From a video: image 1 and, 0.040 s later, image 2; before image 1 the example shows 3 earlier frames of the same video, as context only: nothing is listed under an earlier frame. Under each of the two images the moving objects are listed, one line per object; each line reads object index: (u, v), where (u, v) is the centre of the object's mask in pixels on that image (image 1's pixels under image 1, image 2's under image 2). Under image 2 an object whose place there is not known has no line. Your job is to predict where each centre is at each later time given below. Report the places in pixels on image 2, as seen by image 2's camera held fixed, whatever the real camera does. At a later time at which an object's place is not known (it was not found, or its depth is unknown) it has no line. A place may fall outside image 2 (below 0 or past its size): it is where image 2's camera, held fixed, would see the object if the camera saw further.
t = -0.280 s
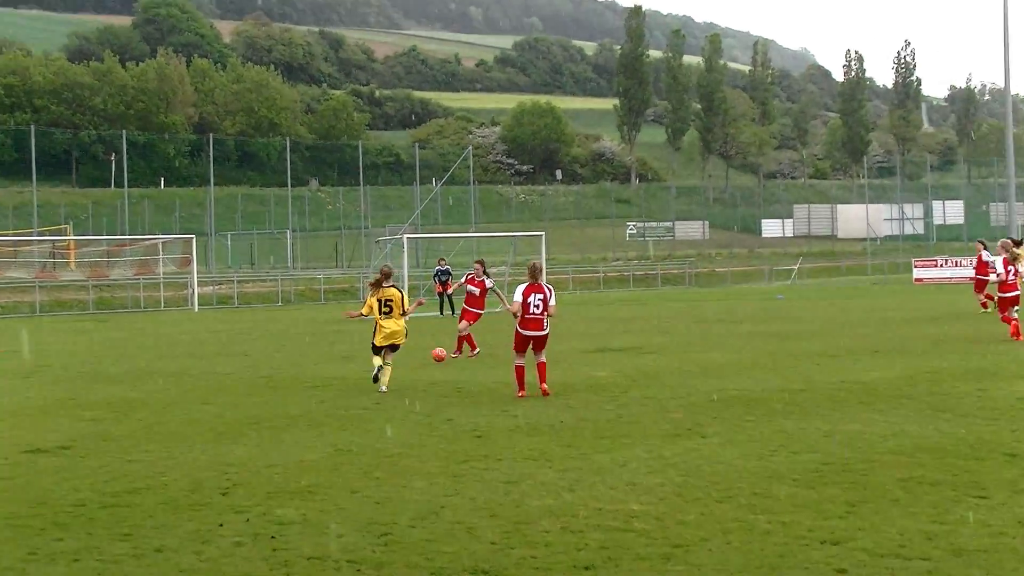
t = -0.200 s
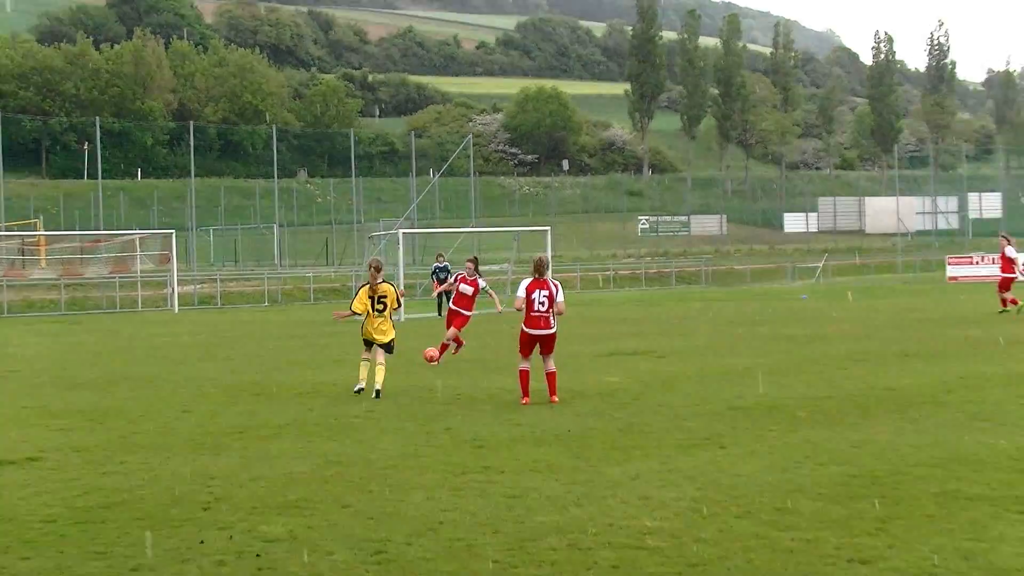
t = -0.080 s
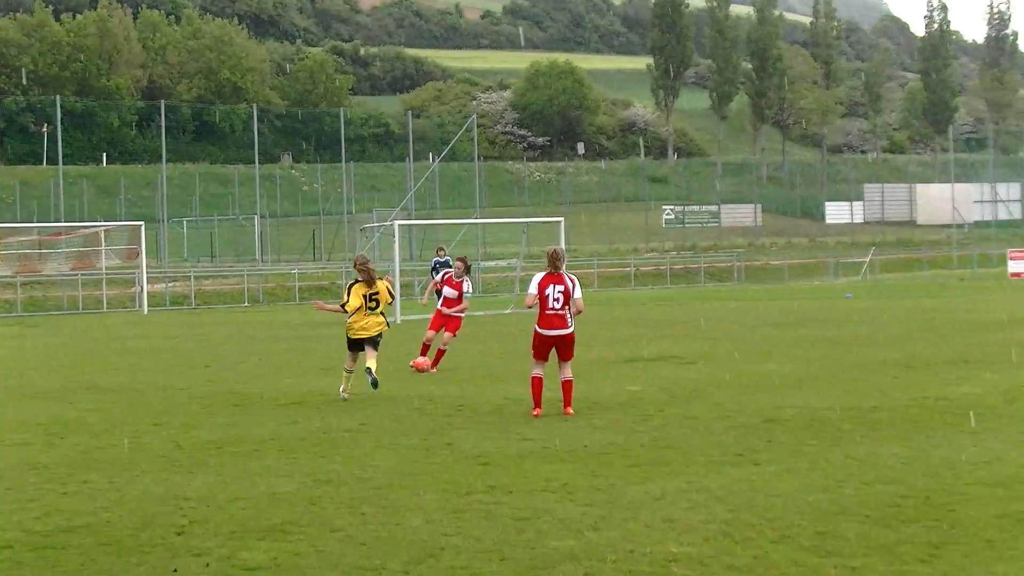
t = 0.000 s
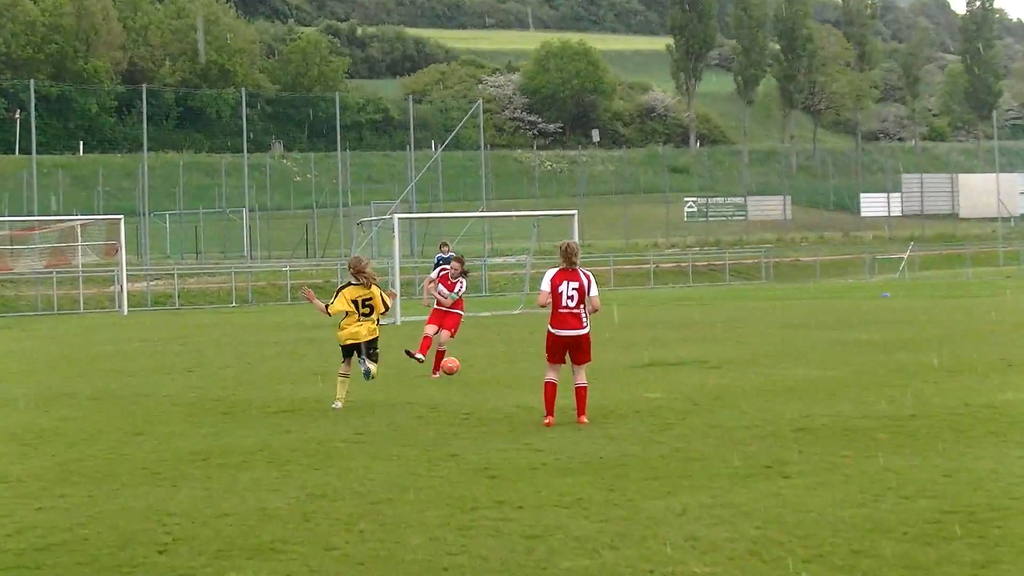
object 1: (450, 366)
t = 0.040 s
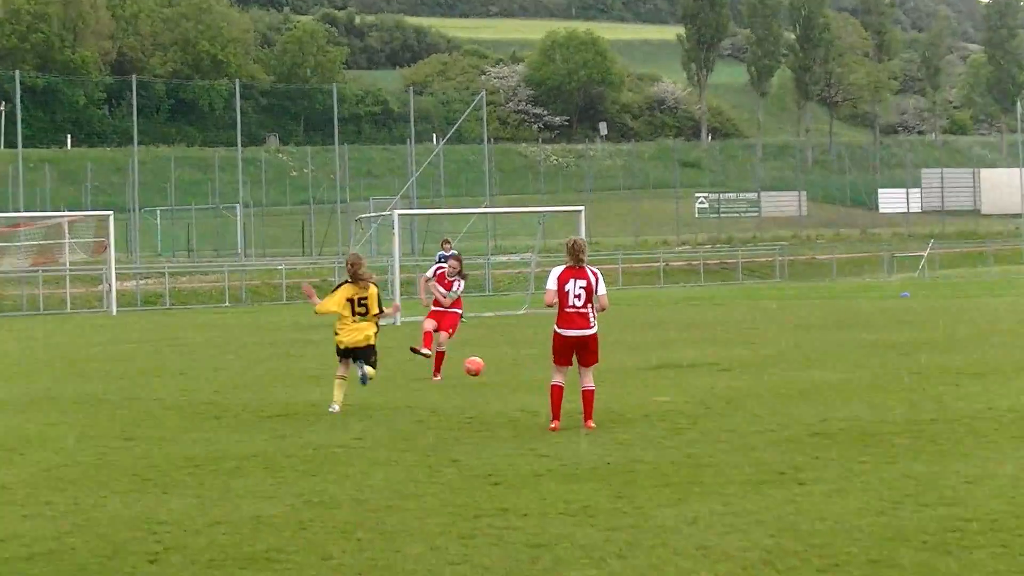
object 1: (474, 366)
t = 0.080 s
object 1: (498, 367)
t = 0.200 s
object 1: (575, 378)
